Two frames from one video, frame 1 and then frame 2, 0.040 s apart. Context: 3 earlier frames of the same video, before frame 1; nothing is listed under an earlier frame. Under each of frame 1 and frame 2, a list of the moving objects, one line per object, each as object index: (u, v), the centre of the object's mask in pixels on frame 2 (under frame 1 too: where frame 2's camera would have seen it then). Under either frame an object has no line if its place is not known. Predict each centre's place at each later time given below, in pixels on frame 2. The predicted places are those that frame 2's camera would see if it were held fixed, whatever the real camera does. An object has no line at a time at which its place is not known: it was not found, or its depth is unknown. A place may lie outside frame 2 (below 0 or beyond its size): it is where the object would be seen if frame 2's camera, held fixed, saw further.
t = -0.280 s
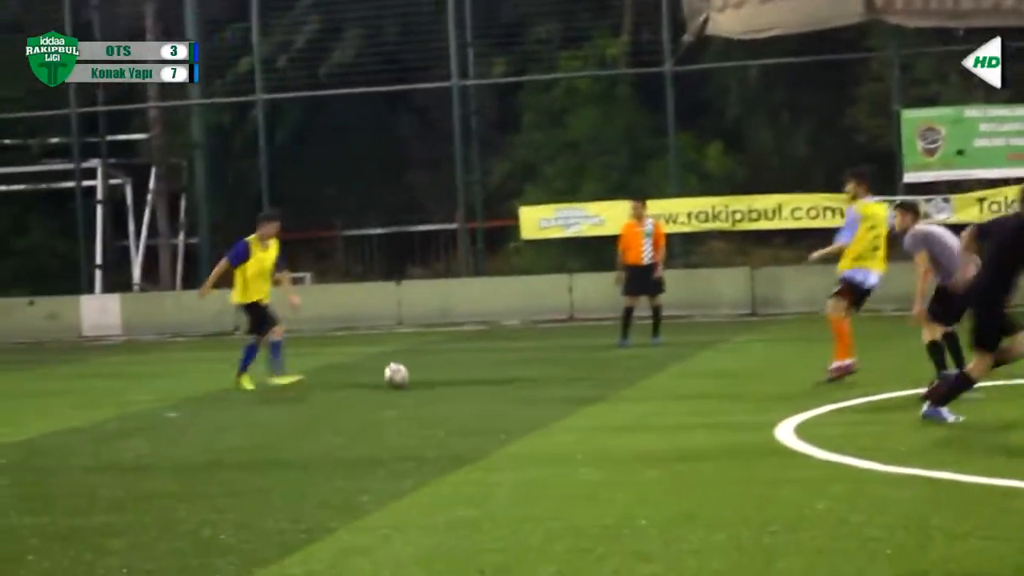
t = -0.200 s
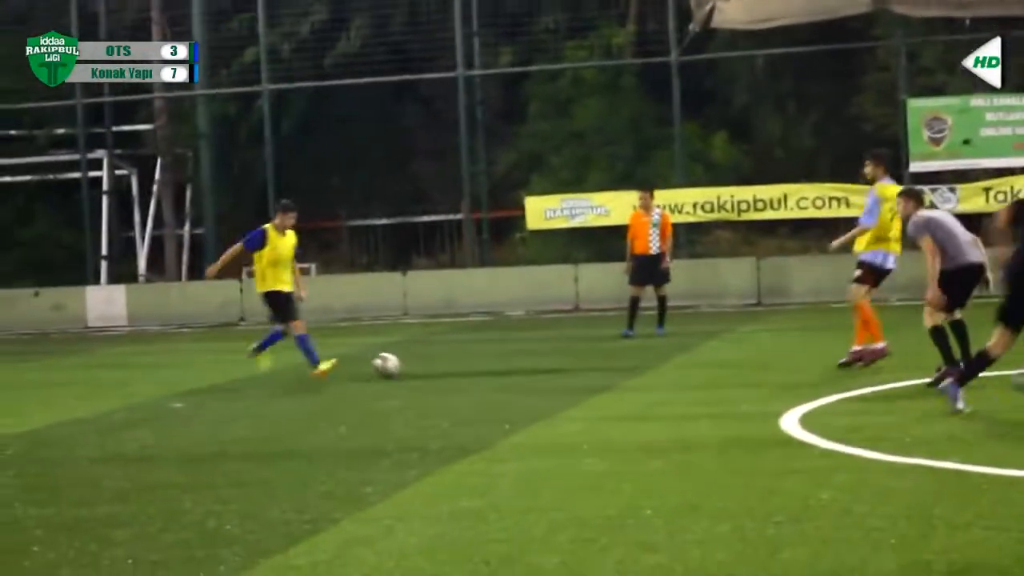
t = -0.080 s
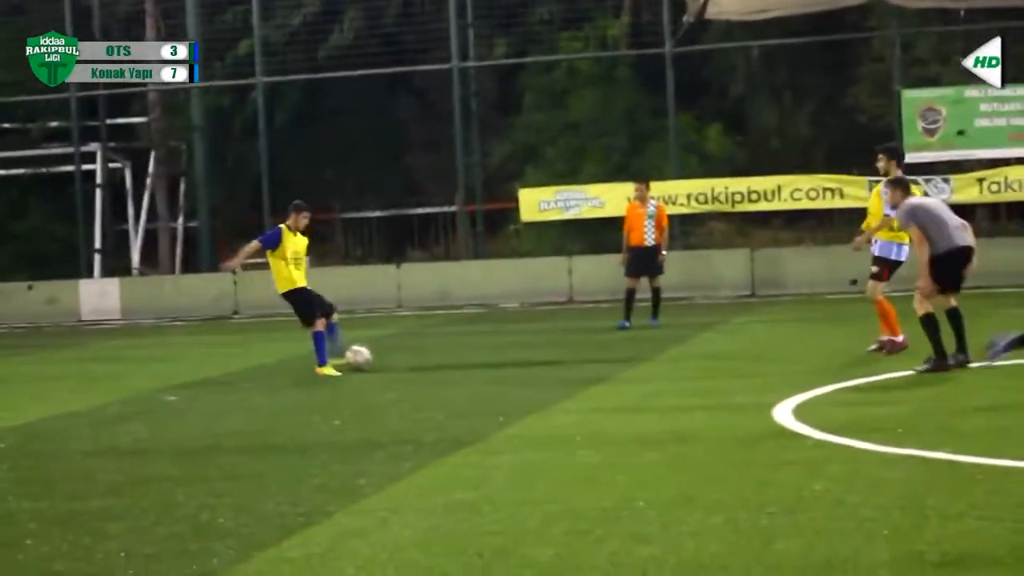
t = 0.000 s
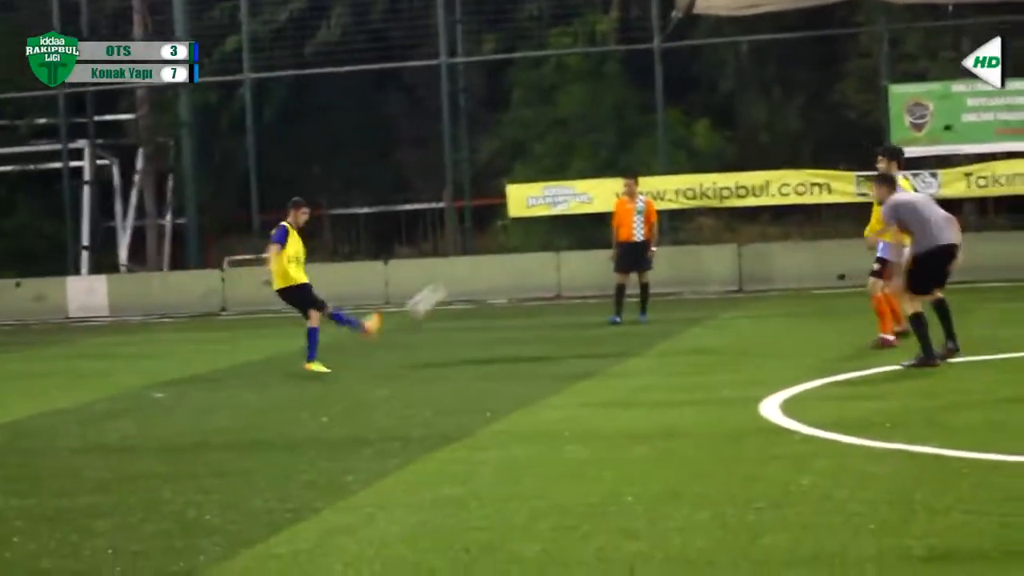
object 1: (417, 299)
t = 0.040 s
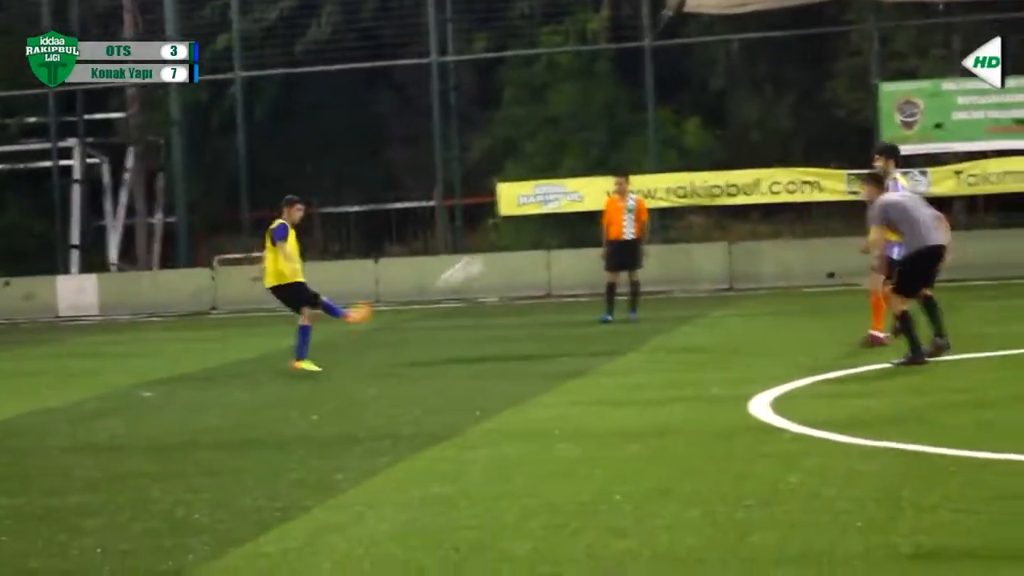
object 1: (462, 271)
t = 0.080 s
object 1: (507, 248)
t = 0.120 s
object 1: (554, 225)
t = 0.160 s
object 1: (608, 196)
